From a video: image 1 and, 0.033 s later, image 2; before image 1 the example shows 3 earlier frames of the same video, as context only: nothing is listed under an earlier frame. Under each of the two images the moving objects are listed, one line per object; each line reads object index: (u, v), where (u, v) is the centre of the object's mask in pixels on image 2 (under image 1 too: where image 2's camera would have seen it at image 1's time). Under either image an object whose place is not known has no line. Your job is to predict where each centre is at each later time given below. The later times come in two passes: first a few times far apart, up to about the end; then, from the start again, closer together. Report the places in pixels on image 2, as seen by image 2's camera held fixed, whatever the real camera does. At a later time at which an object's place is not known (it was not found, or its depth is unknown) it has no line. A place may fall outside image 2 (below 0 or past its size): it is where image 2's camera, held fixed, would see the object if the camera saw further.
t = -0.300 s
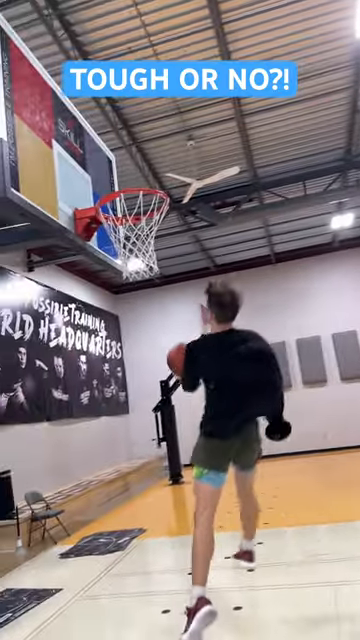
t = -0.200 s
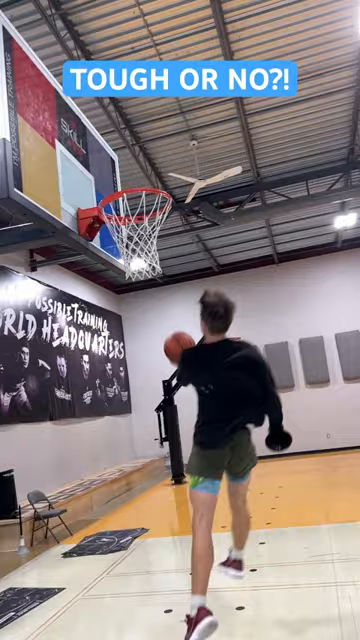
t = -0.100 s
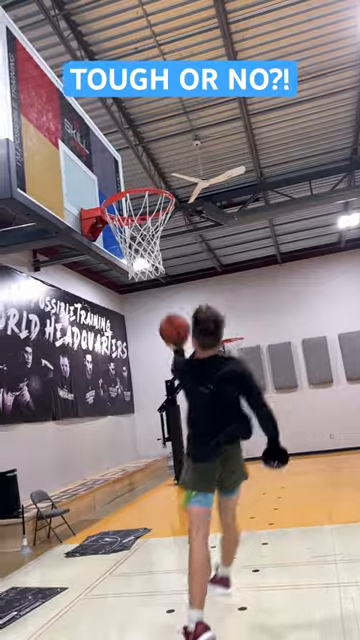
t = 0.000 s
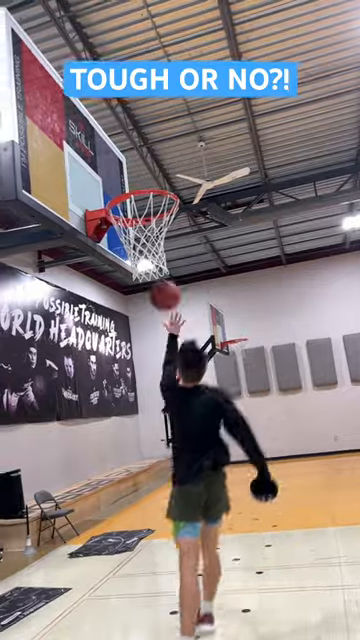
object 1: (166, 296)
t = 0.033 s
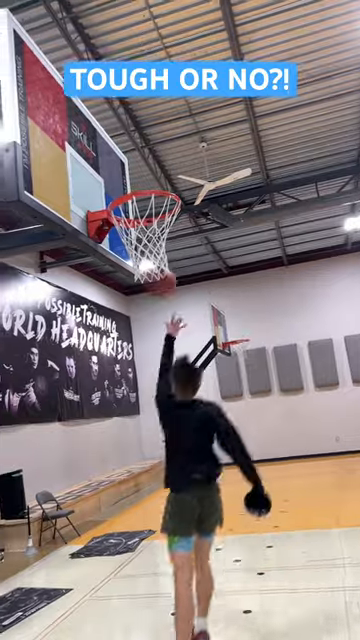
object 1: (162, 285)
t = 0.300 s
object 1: (128, 177)
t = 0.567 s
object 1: (146, 155)
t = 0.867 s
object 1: (144, 181)
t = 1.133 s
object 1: (133, 249)
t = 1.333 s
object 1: (140, 298)
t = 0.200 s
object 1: (127, 203)
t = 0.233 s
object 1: (124, 188)
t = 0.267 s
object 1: (126, 183)
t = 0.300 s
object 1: (128, 177)
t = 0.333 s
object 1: (130, 169)
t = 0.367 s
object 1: (131, 164)
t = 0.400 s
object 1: (133, 159)
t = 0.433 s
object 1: (135, 156)
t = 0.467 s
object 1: (137, 153)
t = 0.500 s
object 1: (139, 151)
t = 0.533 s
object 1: (142, 152)
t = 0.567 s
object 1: (146, 155)
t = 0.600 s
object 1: (149, 158)
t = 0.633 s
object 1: (152, 163)
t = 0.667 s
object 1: (156, 170)
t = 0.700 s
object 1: (159, 177)
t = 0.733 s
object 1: (156, 177)
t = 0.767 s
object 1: (154, 176)
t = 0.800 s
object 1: (151, 177)
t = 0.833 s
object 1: (147, 178)
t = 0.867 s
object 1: (144, 181)
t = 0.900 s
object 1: (141, 184)
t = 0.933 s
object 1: (139, 188)
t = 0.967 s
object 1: (139, 209)
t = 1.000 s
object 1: (137, 214)
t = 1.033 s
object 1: (134, 226)
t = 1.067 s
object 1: (134, 232)
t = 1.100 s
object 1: (133, 244)
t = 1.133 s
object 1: (133, 249)
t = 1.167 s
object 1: (132, 258)
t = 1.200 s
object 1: (132, 262)
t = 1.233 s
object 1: (134, 274)
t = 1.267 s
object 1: (137, 279)
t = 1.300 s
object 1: (139, 286)
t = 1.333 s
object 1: (140, 298)
